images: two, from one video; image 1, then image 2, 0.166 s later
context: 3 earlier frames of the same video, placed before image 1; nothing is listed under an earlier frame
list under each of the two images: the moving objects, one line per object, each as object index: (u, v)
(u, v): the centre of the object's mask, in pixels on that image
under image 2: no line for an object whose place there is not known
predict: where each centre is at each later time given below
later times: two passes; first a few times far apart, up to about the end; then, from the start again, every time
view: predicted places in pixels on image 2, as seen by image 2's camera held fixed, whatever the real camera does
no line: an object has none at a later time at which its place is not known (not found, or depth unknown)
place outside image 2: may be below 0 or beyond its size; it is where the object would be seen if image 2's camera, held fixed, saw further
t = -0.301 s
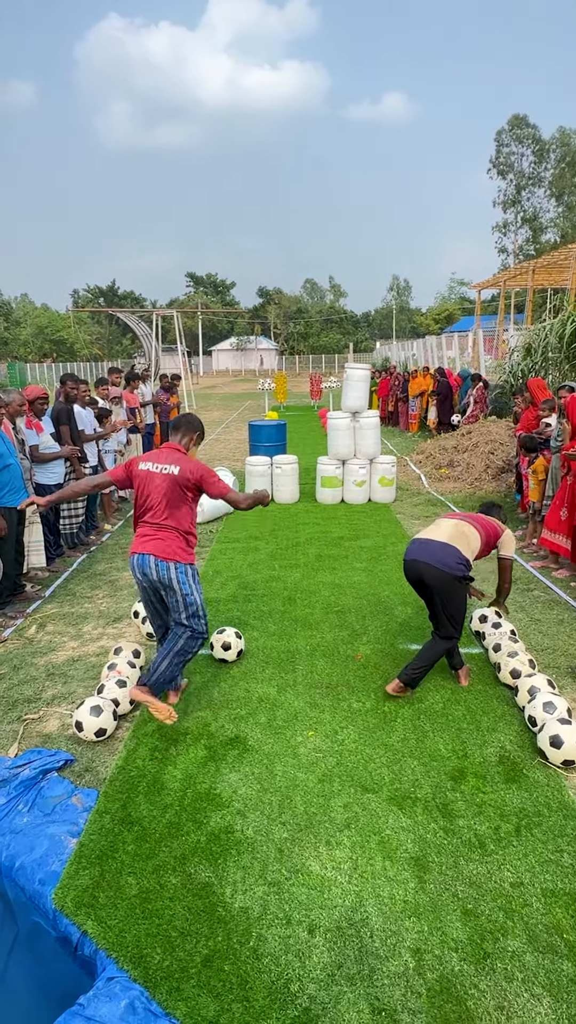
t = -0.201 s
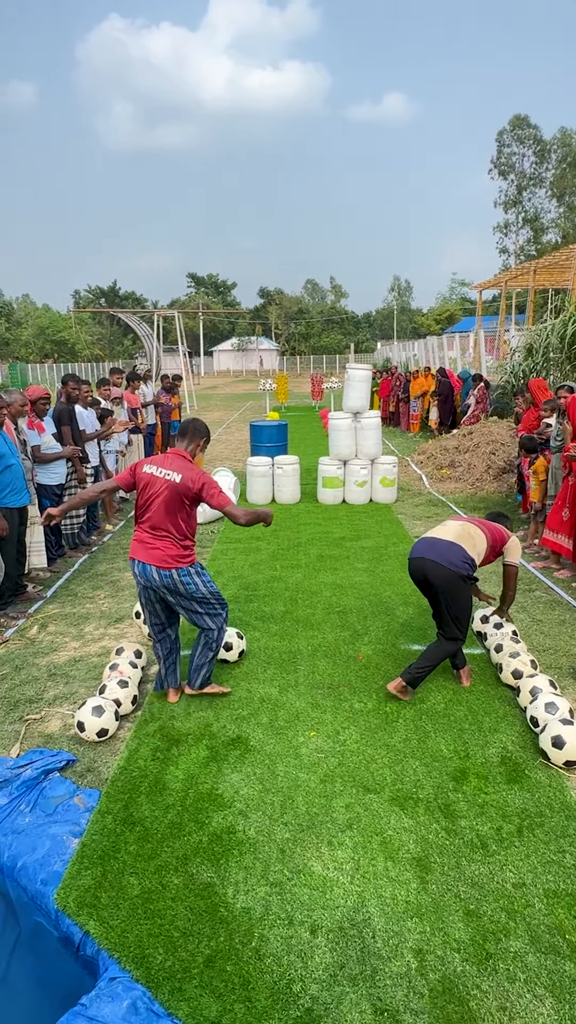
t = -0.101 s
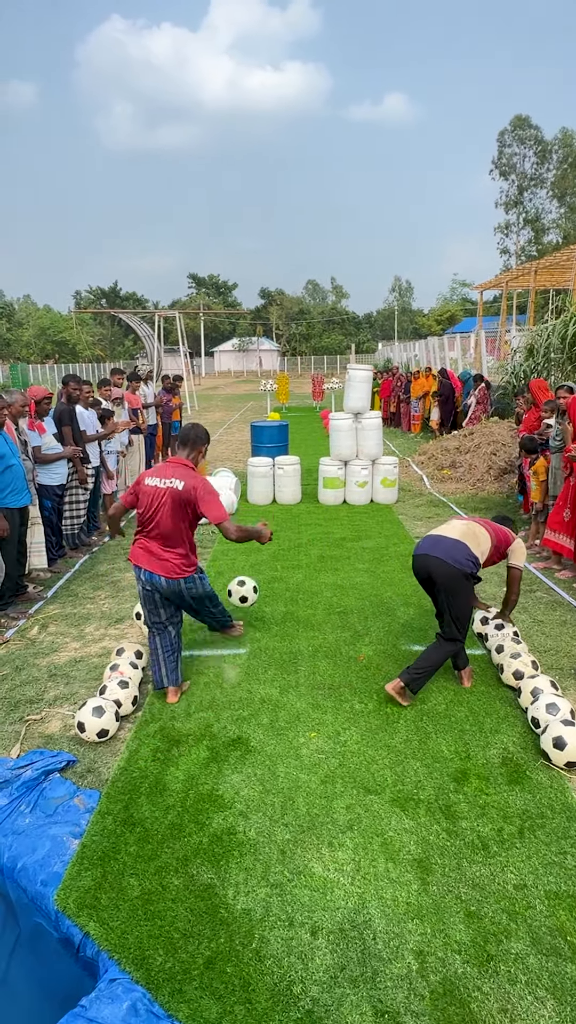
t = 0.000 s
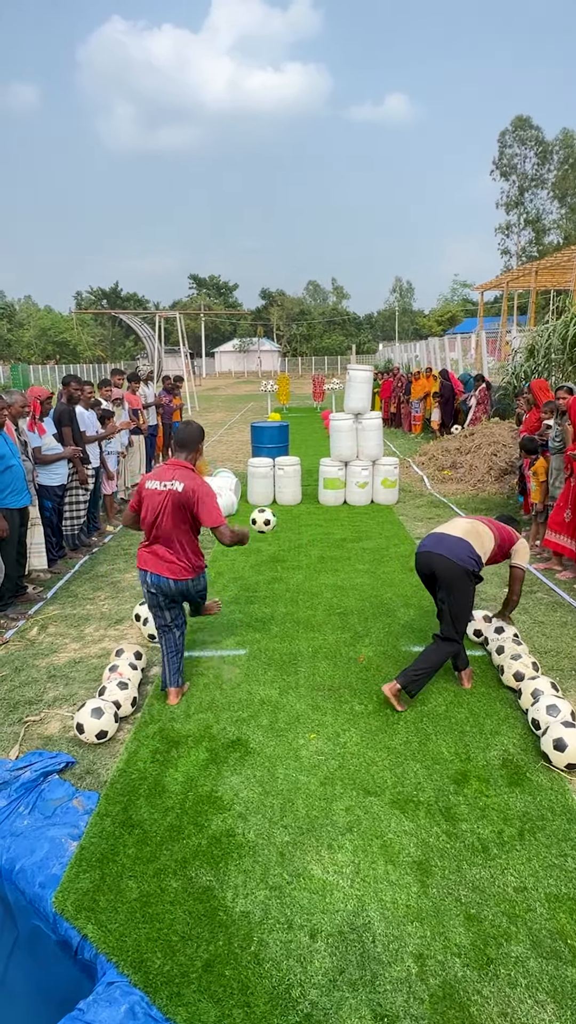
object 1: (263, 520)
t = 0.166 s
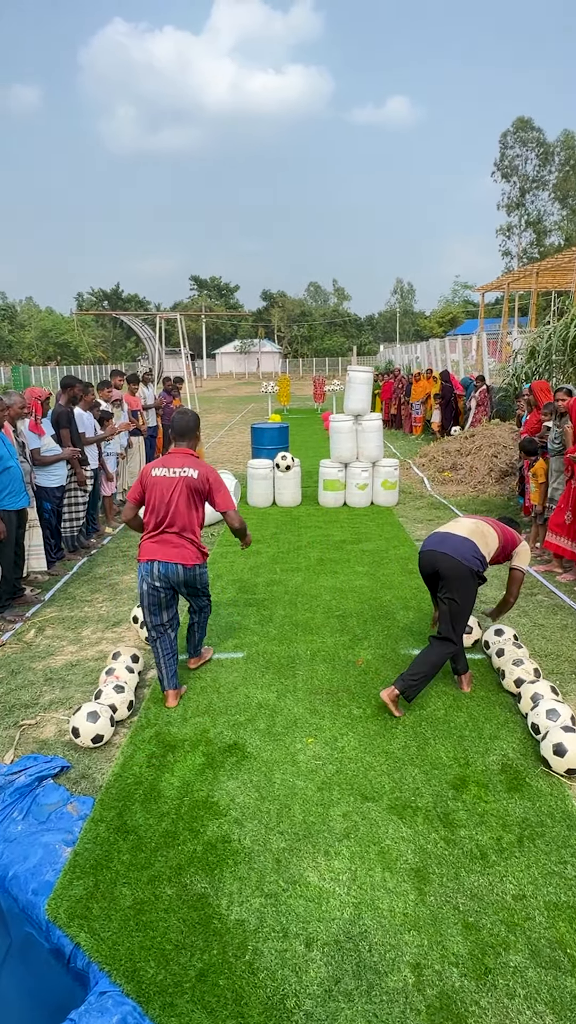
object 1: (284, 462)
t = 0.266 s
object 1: (293, 448)
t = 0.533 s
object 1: (309, 453)
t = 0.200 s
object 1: (287, 456)
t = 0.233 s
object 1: (290, 451)
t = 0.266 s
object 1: (293, 448)
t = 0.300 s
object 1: (295, 446)
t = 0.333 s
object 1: (298, 445)
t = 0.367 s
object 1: (300, 444)
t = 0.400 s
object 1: (302, 445)
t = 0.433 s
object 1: (304, 446)
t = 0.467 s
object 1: (305, 448)
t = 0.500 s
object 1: (307, 450)
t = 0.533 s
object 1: (309, 453)
